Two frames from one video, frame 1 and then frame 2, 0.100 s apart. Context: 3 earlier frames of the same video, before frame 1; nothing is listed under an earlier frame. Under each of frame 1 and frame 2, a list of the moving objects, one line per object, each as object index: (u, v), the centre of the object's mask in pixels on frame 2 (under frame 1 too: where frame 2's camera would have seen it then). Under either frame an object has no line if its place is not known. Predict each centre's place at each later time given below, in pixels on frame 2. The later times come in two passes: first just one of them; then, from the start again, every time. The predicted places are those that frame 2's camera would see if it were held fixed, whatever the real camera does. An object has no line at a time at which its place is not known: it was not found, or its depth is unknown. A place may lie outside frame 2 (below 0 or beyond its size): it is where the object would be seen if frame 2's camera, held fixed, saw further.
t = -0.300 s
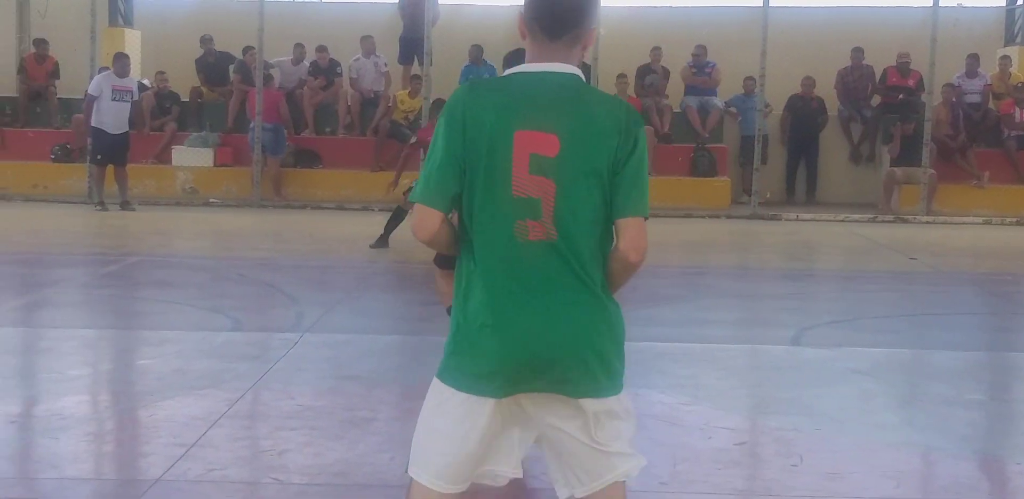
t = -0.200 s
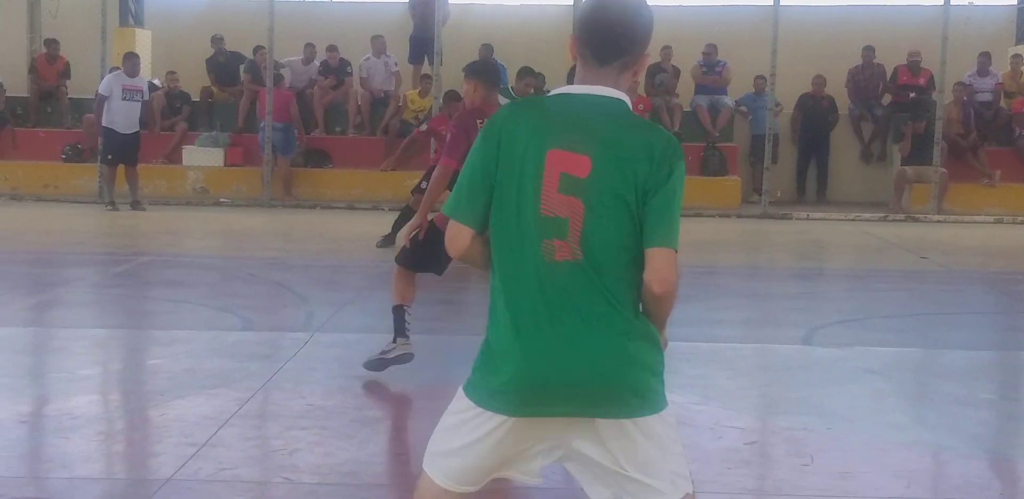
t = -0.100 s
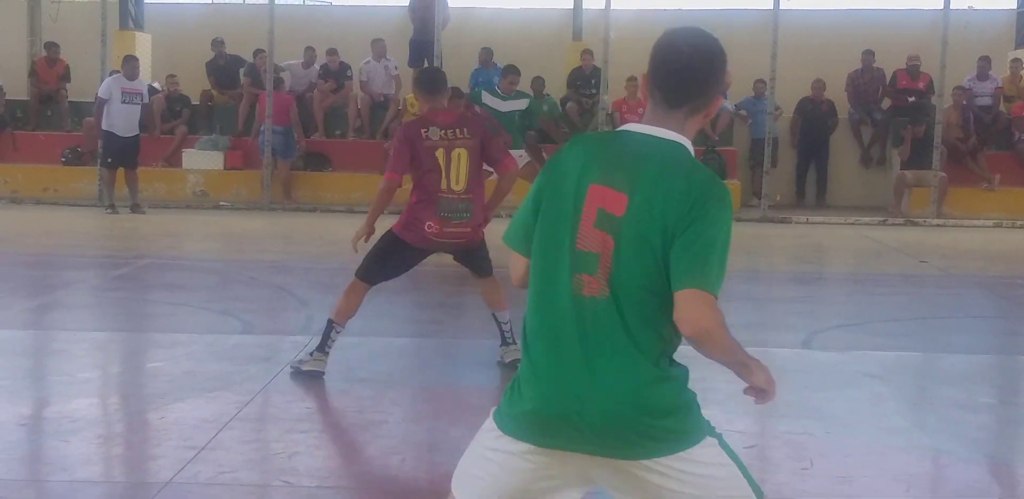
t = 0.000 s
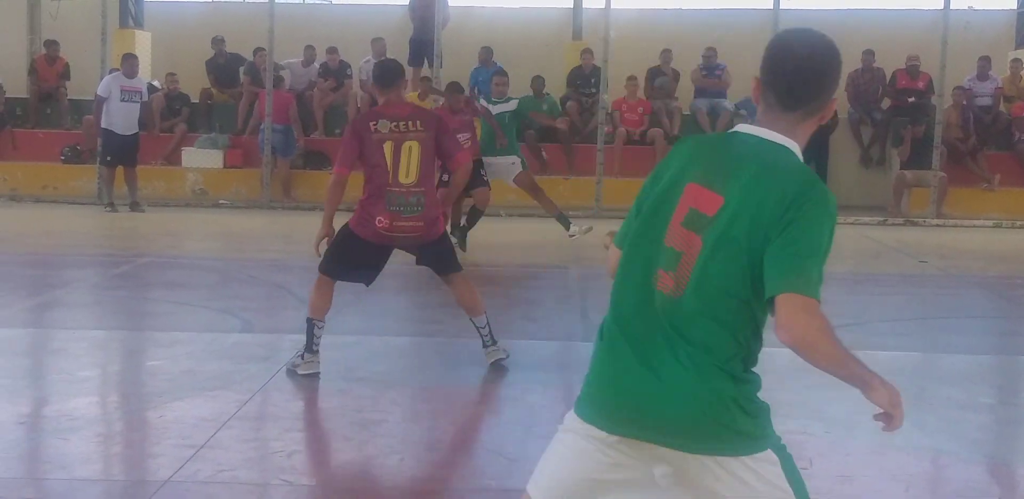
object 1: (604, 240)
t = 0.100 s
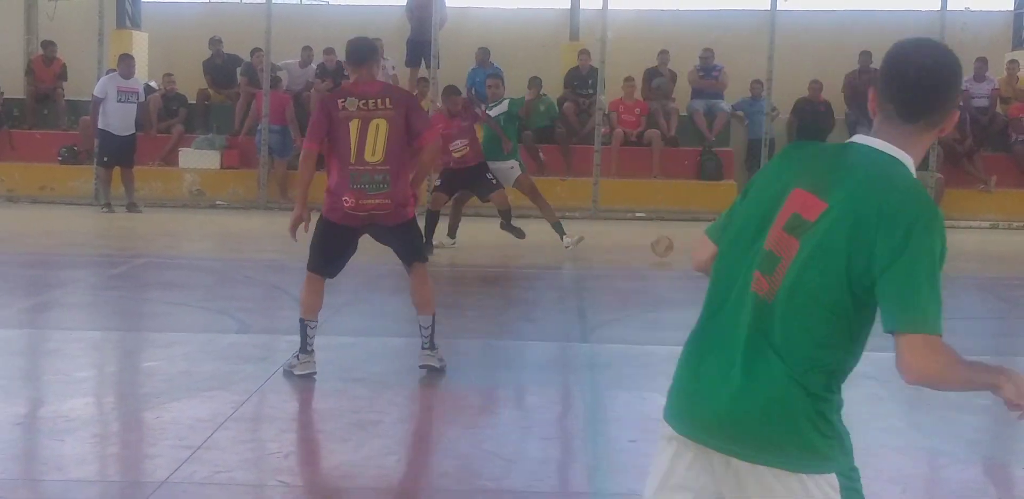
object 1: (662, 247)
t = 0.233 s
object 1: (725, 254)
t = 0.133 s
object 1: (680, 251)
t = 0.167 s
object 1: (696, 252)
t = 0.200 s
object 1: (710, 253)
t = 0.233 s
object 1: (725, 254)
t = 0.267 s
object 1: (740, 257)
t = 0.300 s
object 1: (753, 259)
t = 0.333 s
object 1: (765, 259)
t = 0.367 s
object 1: (777, 262)
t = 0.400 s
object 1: (790, 262)
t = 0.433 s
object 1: (799, 263)
